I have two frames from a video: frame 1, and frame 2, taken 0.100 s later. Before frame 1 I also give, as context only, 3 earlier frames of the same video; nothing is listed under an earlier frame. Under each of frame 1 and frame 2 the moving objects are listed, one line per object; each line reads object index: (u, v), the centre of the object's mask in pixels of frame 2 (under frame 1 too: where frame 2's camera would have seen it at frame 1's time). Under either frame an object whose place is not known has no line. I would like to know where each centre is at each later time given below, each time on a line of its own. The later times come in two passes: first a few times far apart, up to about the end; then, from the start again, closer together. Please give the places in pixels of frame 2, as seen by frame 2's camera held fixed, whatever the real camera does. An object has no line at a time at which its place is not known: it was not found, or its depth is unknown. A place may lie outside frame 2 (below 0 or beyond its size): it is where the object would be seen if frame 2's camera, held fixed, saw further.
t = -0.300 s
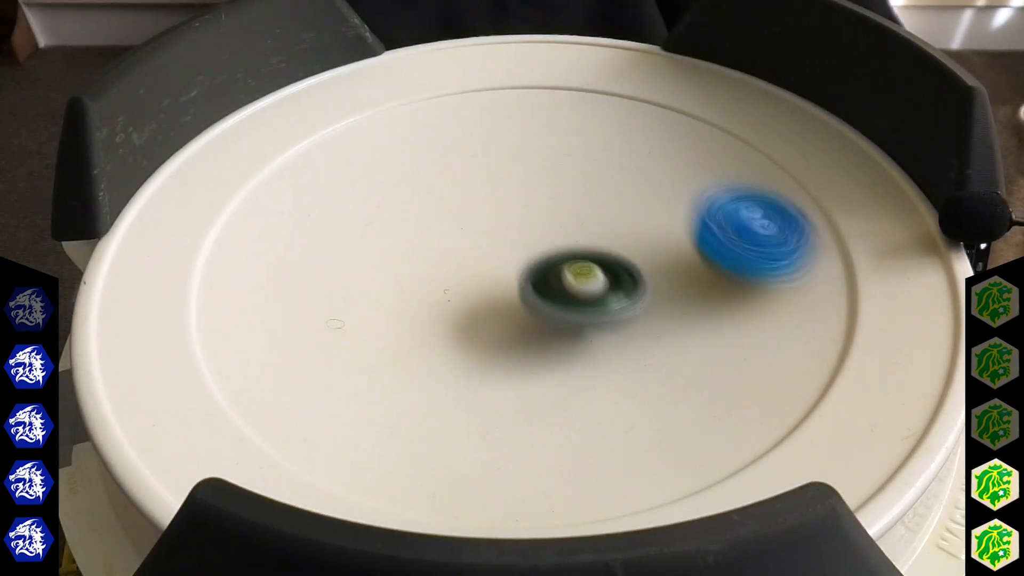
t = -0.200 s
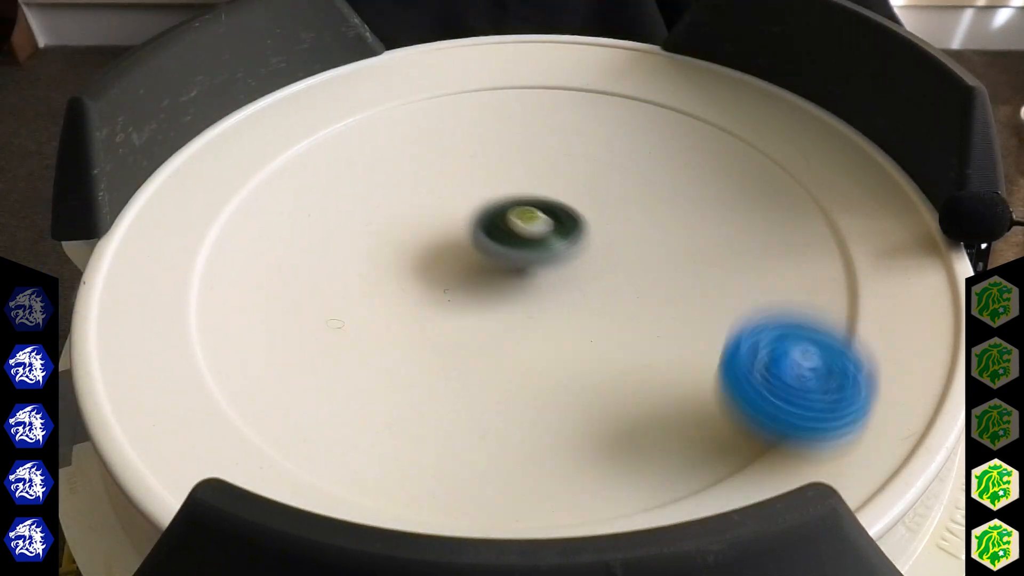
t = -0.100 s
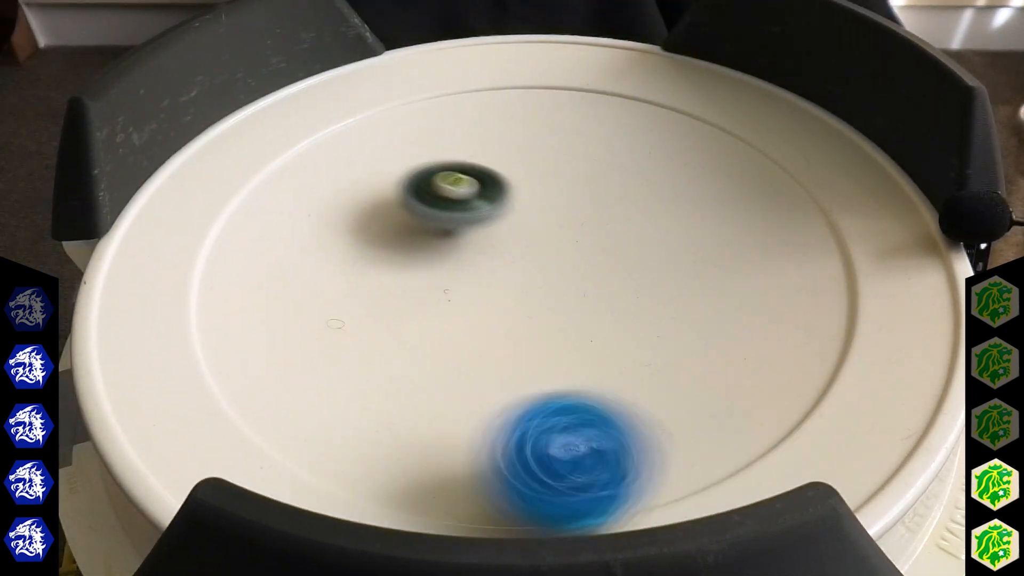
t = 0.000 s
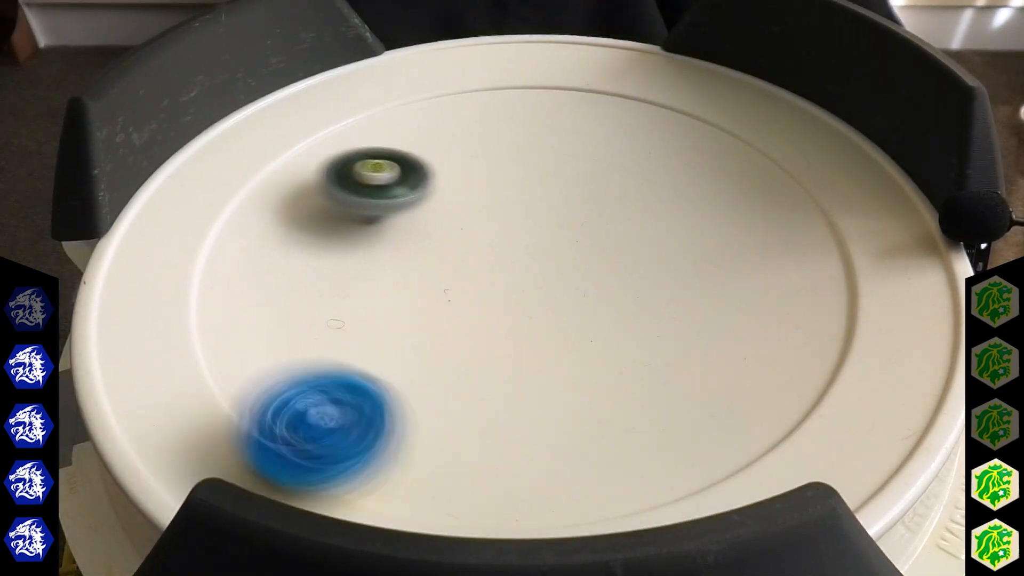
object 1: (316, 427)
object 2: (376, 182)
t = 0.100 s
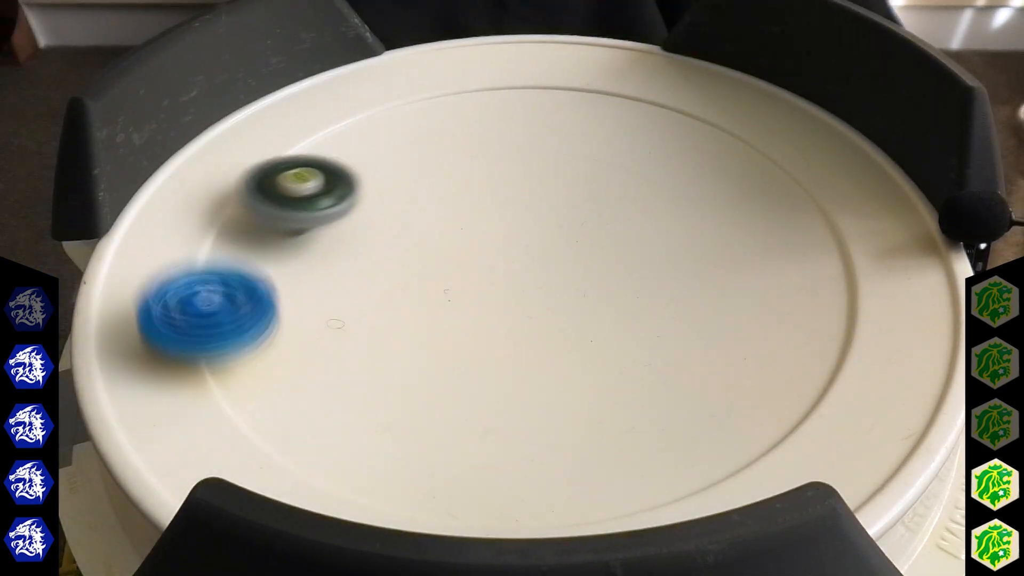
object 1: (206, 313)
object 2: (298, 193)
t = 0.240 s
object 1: (244, 372)
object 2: (383, 95)
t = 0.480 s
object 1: (554, 425)
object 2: (604, 98)
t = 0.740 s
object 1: (621, 444)
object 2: (655, 148)
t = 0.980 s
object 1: (321, 369)
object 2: (576, 29)
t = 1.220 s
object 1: (399, 196)
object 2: (512, 38)
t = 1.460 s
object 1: (734, 315)
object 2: (492, 72)
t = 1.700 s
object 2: (512, 202)
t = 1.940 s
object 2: (649, 290)
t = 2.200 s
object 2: (722, 248)
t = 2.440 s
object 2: (634, 237)
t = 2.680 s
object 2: (521, 276)
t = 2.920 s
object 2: (506, 357)
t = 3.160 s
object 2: (550, 414)
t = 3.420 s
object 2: (529, 349)
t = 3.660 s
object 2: (446, 269)
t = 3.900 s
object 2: (352, 256)
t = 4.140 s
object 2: (310, 268)
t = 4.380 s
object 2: (366, 260)
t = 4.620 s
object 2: (451, 219)
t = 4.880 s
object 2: (467, 164)
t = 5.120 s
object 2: (445, 140)
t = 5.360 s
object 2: (473, 158)
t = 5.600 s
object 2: (542, 188)
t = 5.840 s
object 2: (600, 190)
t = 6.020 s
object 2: (629, 191)
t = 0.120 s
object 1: (201, 286)
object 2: (282, 199)
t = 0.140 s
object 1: (198, 272)
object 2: (275, 201)
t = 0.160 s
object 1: (193, 273)
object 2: (293, 180)
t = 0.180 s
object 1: (199, 282)
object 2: (317, 157)
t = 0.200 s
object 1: (209, 302)
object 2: (338, 134)
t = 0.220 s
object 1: (222, 332)
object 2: (361, 114)
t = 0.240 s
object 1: (244, 372)
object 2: (383, 95)
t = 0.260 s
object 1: (261, 375)
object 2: (403, 78)
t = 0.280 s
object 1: (281, 384)
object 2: (425, 61)
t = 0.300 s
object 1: (306, 403)
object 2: (445, 52)
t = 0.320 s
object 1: (337, 429)
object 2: (466, 51)
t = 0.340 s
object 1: (362, 431)
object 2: (489, 49)
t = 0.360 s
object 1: (391, 438)
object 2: (508, 49)
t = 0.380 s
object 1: (423, 447)
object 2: (526, 50)
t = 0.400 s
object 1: (452, 447)
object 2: (544, 55)
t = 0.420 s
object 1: (479, 443)
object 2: (562, 67)
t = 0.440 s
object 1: (505, 441)
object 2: (576, 76)
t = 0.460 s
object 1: (531, 434)
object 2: (590, 86)
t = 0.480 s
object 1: (554, 425)
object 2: (604, 98)
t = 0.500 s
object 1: (574, 415)
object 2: (615, 109)
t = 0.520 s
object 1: (592, 403)
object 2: (626, 124)
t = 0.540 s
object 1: (608, 391)
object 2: (635, 137)
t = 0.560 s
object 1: (620, 377)
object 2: (642, 150)
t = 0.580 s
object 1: (631, 363)
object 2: (648, 164)
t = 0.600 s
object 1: (639, 348)
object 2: (652, 178)
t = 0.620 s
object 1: (644, 334)
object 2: (654, 187)
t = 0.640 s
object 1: (648, 318)
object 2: (656, 204)
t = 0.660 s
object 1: (651, 305)
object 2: (655, 214)
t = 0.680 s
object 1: (645, 325)
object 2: (655, 211)
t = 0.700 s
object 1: (639, 364)
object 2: (656, 186)
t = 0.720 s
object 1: (631, 405)
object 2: (655, 165)
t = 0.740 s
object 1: (621, 444)
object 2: (655, 148)
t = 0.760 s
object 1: (605, 470)
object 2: (654, 129)
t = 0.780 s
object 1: (581, 477)
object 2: (652, 110)
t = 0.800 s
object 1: (548, 486)
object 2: (649, 96)
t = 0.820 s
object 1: (515, 481)
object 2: (643, 79)
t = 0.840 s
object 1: (481, 479)
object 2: (637, 64)
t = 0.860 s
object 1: (448, 467)
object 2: (628, 52)
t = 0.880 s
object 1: (418, 448)
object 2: (619, 44)
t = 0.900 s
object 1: (393, 438)
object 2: (607, 42)
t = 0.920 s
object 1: (369, 426)
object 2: (599, 36)
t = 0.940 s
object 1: (350, 400)
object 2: (591, 34)
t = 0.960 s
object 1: (333, 384)
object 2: (583, 31)
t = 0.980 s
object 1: (321, 369)
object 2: (576, 29)
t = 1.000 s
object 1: (311, 347)
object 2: (568, 28)
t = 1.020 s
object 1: (305, 330)
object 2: (561, 28)
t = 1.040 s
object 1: (304, 312)
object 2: (555, 26)
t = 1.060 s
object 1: (306, 294)
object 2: (548, 26)
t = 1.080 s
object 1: (309, 279)
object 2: (542, 26)
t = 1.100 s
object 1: (316, 263)
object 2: (537, 26)
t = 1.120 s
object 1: (325, 250)
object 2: (531, 27)
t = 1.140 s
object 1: (338, 235)
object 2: (527, 28)
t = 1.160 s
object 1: (350, 224)
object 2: (522, 30)
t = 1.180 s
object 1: (366, 214)
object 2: (519, 32)
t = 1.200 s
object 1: (381, 204)
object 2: (515, 35)
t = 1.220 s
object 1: (399, 196)
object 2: (512, 38)
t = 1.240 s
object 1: (418, 188)
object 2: (510, 42)
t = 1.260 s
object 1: (437, 183)
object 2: (508, 50)
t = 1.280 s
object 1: (458, 179)
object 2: (507, 57)
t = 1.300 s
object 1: (480, 173)
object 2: (505, 70)
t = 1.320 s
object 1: (501, 171)
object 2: (505, 80)
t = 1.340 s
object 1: (524, 169)
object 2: (506, 93)
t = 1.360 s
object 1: (554, 182)
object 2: (504, 89)
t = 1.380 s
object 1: (585, 203)
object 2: (501, 79)
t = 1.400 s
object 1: (625, 238)
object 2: (500, 69)
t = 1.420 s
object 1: (661, 261)
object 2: (498, 64)
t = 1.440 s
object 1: (696, 282)
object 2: (495, 64)
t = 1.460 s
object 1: (734, 315)
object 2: (492, 72)
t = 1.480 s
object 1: (771, 341)
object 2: (490, 77)
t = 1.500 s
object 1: (805, 366)
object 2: (487, 87)
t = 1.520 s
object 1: (832, 383)
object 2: (486, 95)
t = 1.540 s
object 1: (854, 403)
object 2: (486, 104)
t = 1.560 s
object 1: (875, 438)
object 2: (486, 114)
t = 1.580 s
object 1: (891, 454)
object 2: (487, 126)
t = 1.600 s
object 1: (909, 434)
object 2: (489, 138)
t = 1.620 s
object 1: (919, 424)
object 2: (492, 150)
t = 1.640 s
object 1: (935, 412)
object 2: (495, 162)
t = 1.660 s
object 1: (951, 399)
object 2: (500, 175)
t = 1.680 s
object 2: (505, 189)
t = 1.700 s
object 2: (512, 202)
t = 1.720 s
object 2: (519, 213)
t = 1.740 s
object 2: (528, 227)
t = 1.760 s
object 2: (538, 237)
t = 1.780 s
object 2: (548, 249)
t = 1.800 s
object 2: (559, 257)
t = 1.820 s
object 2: (572, 267)
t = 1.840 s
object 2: (585, 272)
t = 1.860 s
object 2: (599, 280)
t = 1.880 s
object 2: (612, 281)
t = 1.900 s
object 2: (624, 288)
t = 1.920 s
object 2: (637, 289)
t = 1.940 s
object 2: (649, 290)
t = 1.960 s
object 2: (661, 291)
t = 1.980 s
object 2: (672, 285)
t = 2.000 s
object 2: (682, 286)
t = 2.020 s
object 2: (692, 283)
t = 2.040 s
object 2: (700, 276)
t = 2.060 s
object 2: (706, 275)
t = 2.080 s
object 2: (713, 271)
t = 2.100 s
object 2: (717, 267)
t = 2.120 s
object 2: (721, 266)
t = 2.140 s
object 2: (723, 257)
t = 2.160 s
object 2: (724, 254)
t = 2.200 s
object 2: (722, 248)
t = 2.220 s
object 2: (719, 248)
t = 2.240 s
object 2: (716, 245)
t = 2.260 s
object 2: (710, 243)
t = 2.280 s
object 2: (705, 240)
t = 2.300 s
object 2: (698, 239)
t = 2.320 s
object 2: (690, 235)
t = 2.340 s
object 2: (682, 236)
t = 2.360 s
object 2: (673, 235)
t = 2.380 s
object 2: (664, 235)
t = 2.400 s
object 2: (654, 235)
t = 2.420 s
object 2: (644, 235)
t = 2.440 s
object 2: (634, 237)
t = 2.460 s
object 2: (623, 238)
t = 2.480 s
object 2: (611, 239)
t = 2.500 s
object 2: (601, 242)
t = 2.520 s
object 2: (590, 245)
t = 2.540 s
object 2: (579, 248)
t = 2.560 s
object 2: (569, 251)
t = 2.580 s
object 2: (560, 254)
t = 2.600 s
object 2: (551, 259)
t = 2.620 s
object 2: (542, 262)
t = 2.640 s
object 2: (533, 268)
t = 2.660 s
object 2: (527, 270)
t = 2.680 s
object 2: (521, 276)
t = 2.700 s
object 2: (516, 280)
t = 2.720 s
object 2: (512, 286)
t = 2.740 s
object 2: (509, 290)
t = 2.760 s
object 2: (505, 298)
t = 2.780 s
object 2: (503, 305)
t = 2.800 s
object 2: (502, 311)
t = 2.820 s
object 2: (501, 318)
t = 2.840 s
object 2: (501, 325)
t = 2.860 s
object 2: (501, 334)
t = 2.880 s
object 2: (502, 340)
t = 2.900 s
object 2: (504, 349)
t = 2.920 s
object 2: (506, 357)
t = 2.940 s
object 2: (508, 365)
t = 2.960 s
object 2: (511, 372)
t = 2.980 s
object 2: (515, 381)
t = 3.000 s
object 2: (518, 386)
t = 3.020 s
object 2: (522, 393)
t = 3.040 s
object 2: (526, 398)
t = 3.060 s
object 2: (531, 403)
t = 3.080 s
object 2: (535, 406)
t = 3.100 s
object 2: (539, 410)
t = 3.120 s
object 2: (543, 413)
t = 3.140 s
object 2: (547, 414)
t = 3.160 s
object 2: (550, 414)
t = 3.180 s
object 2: (553, 414)
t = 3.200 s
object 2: (554, 413)
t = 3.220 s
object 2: (556, 410)
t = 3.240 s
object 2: (556, 408)
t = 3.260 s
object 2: (555, 404)
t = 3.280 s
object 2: (554, 399)
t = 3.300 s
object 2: (553, 393)
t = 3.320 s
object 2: (550, 388)
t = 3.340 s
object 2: (547, 380)
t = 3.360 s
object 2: (543, 373)
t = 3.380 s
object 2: (539, 365)
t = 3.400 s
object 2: (534, 357)
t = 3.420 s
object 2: (529, 349)
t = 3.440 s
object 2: (524, 340)
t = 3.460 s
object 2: (518, 333)
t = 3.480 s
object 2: (512, 324)
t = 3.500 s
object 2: (505, 317)
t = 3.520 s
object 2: (498, 309)
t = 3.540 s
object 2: (492, 303)
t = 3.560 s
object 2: (484, 296)
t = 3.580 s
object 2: (477, 290)
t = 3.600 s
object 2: (469, 283)
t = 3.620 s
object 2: (461, 279)
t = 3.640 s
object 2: (453, 273)
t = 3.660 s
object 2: (446, 269)
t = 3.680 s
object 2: (437, 266)
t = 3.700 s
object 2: (428, 264)
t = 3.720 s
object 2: (421, 260)
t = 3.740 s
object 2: (413, 258)
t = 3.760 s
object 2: (404, 257)
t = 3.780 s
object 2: (398, 256)
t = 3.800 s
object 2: (390, 255)
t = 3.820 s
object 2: (382, 255)
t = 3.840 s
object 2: (374, 256)
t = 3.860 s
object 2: (366, 256)
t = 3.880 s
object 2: (359, 256)
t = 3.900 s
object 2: (352, 256)
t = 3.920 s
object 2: (344, 258)
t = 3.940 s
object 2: (338, 259)
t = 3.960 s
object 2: (333, 259)
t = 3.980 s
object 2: (326, 262)
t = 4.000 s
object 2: (322, 262)
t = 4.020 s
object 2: (319, 262)
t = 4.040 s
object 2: (315, 264)
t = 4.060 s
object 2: (313, 265)
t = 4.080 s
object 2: (310, 265)
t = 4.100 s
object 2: (310, 267)
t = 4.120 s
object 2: (310, 267)
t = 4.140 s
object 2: (310, 268)
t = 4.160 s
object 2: (311, 268)
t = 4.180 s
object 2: (312, 268)
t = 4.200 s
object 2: (315, 269)
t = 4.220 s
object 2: (318, 269)
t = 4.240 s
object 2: (322, 268)
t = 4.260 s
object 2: (326, 268)
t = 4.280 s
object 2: (331, 267)
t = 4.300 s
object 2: (337, 266)
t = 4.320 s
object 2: (343, 265)
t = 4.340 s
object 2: (351, 263)
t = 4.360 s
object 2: (358, 261)
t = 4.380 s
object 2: (366, 260)
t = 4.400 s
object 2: (374, 257)
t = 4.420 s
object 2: (381, 255)
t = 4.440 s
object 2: (389, 253)
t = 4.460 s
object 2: (398, 249)
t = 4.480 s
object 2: (406, 246)
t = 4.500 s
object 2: (413, 243)
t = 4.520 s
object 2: (421, 239)
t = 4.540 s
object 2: (428, 236)
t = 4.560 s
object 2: (434, 232)
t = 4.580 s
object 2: (441, 227)
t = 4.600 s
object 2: (446, 223)
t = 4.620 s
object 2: (451, 219)
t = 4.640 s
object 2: (456, 215)
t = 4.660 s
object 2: (460, 210)
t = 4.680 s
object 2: (464, 206)
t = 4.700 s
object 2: (466, 201)
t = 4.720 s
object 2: (469, 197)
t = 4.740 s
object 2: (471, 192)
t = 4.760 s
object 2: (471, 188)
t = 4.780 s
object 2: (472, 183)
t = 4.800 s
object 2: (472, 180)
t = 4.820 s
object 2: (471, 175)
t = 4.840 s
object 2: (470, 171)
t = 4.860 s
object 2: (469, 167)
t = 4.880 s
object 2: (467, 164)
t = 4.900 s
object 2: (465, 160)
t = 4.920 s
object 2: (463, 157)
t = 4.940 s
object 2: (461, 154)
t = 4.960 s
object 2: (458, 151)
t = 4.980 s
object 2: (456, 148)
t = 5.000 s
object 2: (454, 146)
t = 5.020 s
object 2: (452, 144)
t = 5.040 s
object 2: (450, 143)
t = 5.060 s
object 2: (448, 142)
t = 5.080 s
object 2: (446, 141)
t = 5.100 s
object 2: (445, 140)
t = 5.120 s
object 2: (445, 140)
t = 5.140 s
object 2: (445, 141)
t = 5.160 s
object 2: (445, 141)
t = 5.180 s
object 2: (446, 142)
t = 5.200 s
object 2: (447, 143)
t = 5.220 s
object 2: (449, 144)
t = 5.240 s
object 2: (451, 145)
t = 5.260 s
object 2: (454, 147)
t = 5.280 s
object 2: (457, 149)
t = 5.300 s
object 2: (460, 151)
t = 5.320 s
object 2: (464, 154)
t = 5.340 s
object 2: (468, 156)
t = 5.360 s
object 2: (473, 158)
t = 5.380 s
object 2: (478, 161)
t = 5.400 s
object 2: (483, 164)
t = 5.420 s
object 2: (488, 167)
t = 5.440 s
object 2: (494, 170)
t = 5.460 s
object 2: (500, 172)
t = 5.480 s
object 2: (506, 175)
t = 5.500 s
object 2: (512, 178)
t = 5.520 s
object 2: (518, 180)
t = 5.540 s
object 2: (524, 183)
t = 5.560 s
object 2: (530, 185)
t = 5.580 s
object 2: (536, 187)
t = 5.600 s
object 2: (542, 188)
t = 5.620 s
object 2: (547, 189)
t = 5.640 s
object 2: (553, 190)
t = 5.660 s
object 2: (558, 192)
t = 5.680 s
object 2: (563, 192)
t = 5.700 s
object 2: (568, 192)
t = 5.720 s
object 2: (573, 192)
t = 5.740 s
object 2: (578, 192)
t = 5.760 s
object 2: (583, 191)
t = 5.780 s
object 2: (587, 191)
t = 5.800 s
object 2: (592, 191)
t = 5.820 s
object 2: (596, 190)
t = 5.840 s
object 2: (600, 190)
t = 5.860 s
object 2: (604, 190)
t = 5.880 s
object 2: (609, 189)
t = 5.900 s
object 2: (612, 189)
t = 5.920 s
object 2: (615, 189)
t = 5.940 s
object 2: (618, 189)
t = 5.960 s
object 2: (621, 189)
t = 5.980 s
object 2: (624, 189)
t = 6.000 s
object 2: (627, 190)
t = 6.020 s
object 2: (629, 191)
